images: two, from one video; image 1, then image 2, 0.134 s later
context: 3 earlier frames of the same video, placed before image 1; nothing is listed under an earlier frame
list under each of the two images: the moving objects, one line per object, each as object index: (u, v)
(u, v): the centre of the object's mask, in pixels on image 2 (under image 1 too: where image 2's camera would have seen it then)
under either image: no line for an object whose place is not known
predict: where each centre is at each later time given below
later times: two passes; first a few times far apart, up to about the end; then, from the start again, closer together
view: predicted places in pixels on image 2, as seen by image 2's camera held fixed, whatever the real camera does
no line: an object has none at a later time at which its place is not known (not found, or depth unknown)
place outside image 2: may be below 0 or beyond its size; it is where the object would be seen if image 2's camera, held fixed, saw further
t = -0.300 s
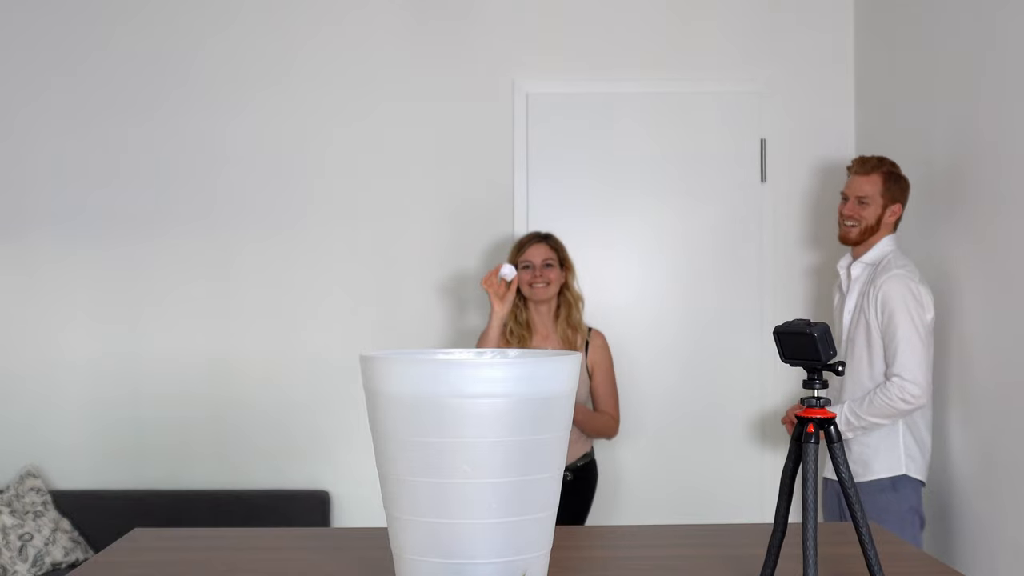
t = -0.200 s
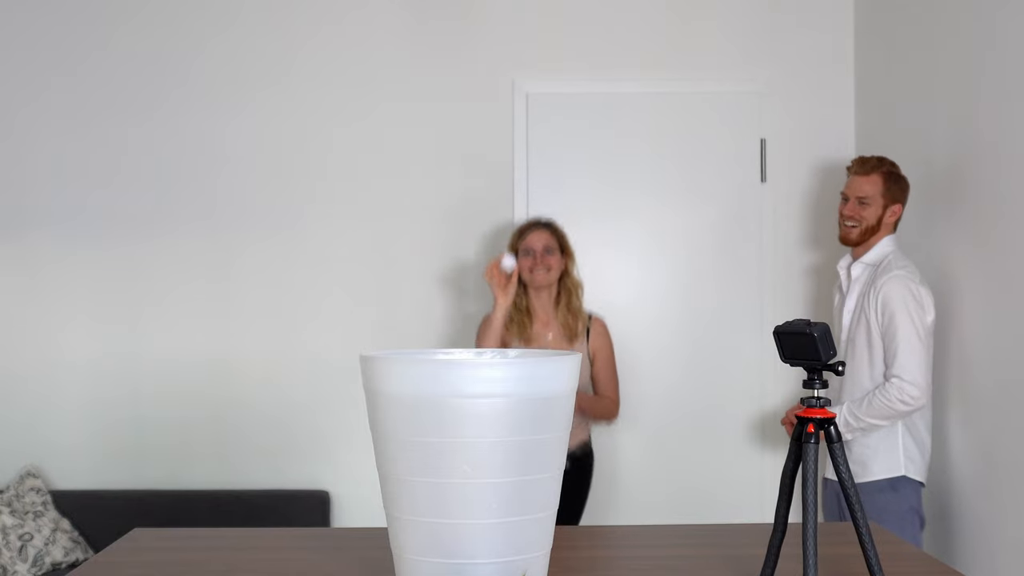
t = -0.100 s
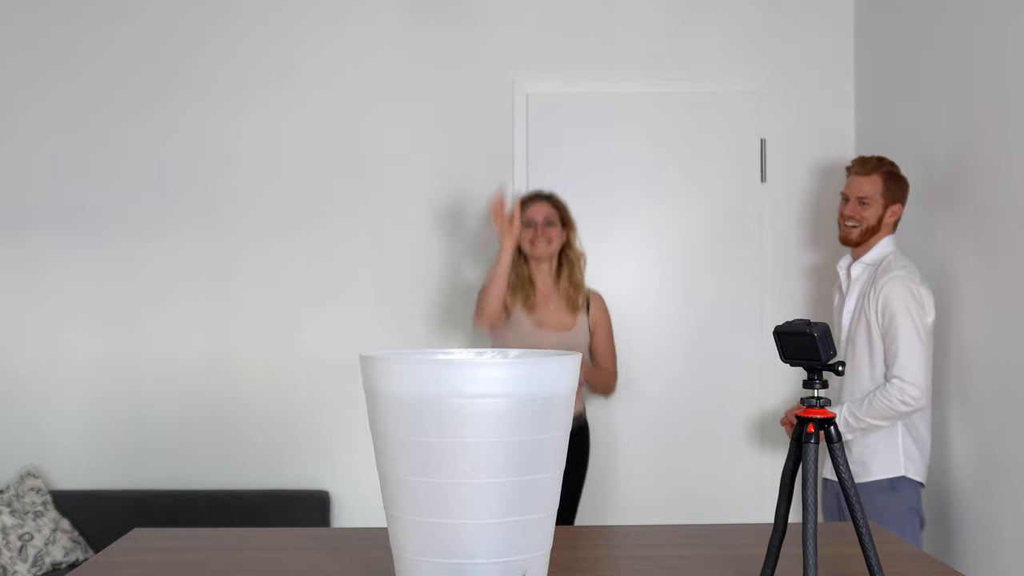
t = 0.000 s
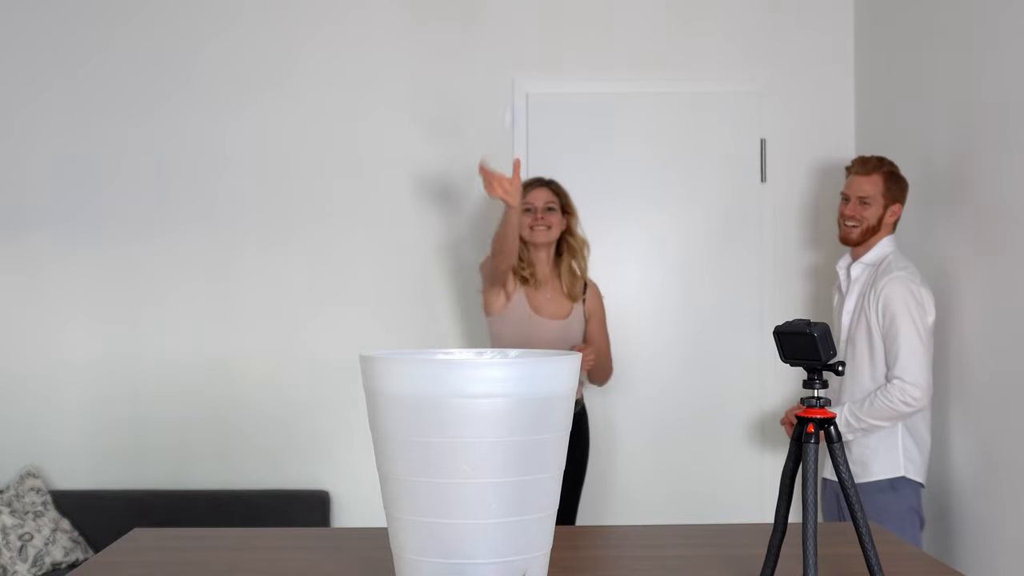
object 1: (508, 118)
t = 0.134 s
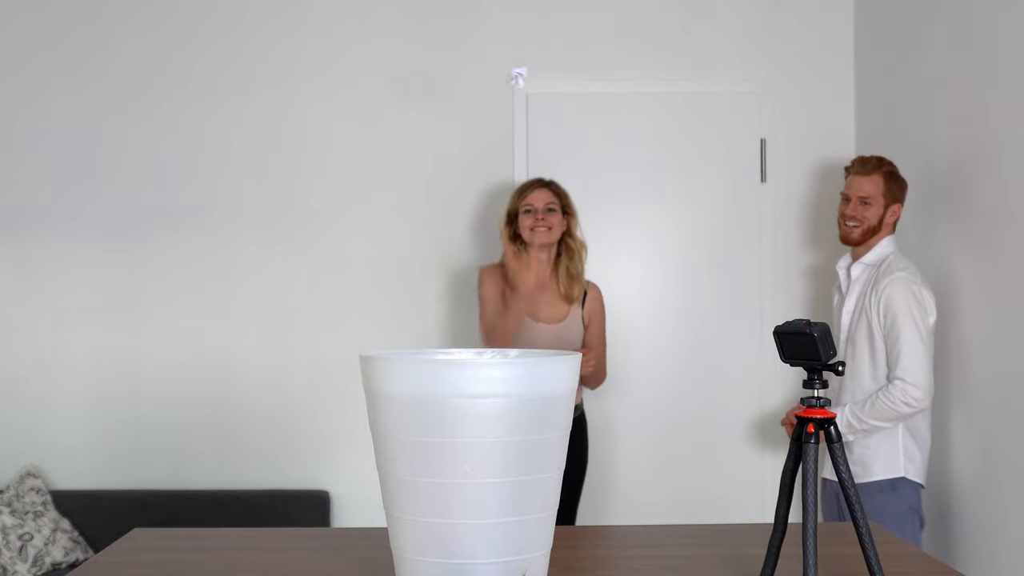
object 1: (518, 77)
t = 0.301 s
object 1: (525, 123)
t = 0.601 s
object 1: (606, 516)
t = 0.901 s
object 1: (841, 560)
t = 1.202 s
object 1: (842, 563)
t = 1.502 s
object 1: (841, 564)
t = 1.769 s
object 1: (842, 564)
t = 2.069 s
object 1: (841, 564)
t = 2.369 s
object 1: (841, 564)
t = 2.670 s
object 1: (842, 564)
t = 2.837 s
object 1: (842, 564)
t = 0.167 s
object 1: (517, 75)
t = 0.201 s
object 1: (520, 78)
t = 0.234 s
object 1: (521, 87)
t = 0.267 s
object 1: (524, 101)
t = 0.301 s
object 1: (525, 123)
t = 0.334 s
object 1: (526, 163)
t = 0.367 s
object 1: (531, 209)
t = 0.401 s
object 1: (533, 262)
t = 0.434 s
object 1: (536, 317)
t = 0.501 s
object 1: (558, 544)
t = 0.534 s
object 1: (561, 551)
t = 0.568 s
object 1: (579, 530)
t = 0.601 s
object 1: (606, 516)
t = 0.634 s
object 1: (633, 515)
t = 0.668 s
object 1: (662, 518)
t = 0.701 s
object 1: (693, 525)
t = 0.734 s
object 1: (722, 549)
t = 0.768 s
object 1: (740, 560)
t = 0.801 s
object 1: (755, 558)
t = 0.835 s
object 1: (796, 557)
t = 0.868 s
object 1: (818, 561)
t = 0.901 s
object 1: (841, 560)
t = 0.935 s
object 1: (849, 563)
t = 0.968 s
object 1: (847, 562)
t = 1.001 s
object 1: (846, 562)
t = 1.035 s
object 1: (845, 562)
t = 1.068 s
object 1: (844, 563)
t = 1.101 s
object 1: (842, 564)
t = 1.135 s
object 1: (840, 564)
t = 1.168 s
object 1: (841, 564)
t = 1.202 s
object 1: (842, 563)
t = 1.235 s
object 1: (843, 564)
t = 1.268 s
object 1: (842, 563)
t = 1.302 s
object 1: (842, 563)
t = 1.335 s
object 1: (842, 564)
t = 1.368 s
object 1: (842, 564)
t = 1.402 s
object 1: (841, 564)
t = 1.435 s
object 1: (841, 564)
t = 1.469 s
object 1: (841, 564)
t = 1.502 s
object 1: (841, 564)
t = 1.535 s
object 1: (842, 564)
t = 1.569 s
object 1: (841, 564)
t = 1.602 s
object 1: (842, 564)
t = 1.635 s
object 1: (841, 564)
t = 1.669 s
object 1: (841, 564)
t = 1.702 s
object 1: (841, 564)
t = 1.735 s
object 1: (842, 564)
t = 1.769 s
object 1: (842, 564)
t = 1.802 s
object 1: (841, 564)
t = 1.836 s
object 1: (841, 564)
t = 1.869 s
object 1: (841, 564)
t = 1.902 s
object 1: (841, 564)
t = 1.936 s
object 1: (842, 564)
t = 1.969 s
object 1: (842, 564)
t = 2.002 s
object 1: (841, 564)
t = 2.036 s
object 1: (841, 564)
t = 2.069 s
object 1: (841, 564)
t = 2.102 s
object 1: (841, 564)
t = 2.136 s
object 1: (841, 564)
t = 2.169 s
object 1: (841, 564)
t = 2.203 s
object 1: (841, 564)
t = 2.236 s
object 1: (841, 564)
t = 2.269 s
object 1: (841, 564)
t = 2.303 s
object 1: (841, 564)
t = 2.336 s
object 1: (841, 564)
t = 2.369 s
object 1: (841, 564)
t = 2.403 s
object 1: (841, 564)
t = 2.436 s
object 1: (841, 564)
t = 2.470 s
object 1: (841, 564)
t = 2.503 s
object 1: (841, 564)
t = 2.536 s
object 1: (841, 564)
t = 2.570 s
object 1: (841, 564)
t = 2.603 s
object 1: (841, 564)
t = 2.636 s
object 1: (841, 564)
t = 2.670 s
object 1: (842, 564)
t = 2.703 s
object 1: (842, 564)
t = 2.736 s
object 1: (842, 564)
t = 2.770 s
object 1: (842, 564)
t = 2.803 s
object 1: (842, 564)
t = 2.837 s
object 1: (842, 564)
